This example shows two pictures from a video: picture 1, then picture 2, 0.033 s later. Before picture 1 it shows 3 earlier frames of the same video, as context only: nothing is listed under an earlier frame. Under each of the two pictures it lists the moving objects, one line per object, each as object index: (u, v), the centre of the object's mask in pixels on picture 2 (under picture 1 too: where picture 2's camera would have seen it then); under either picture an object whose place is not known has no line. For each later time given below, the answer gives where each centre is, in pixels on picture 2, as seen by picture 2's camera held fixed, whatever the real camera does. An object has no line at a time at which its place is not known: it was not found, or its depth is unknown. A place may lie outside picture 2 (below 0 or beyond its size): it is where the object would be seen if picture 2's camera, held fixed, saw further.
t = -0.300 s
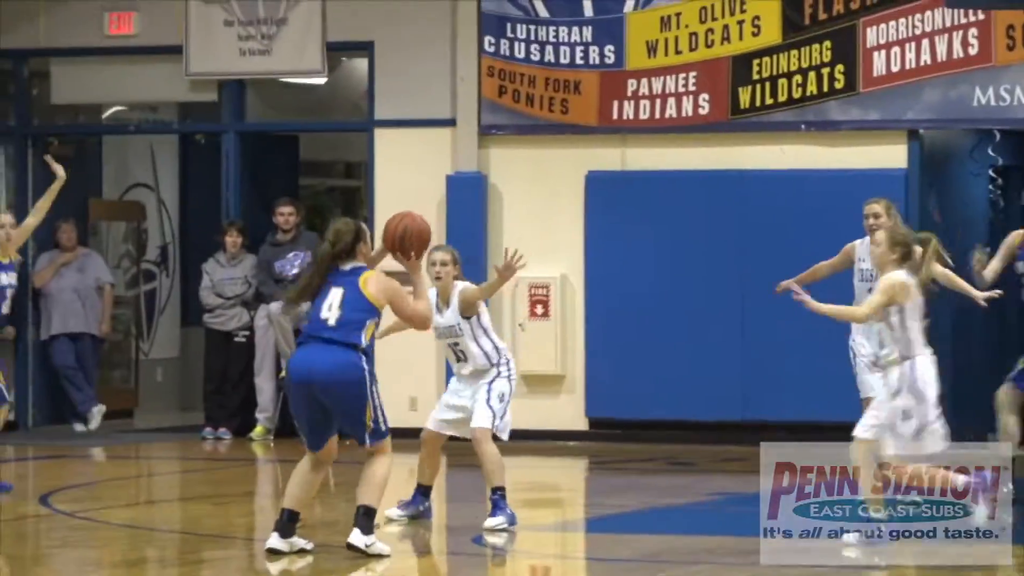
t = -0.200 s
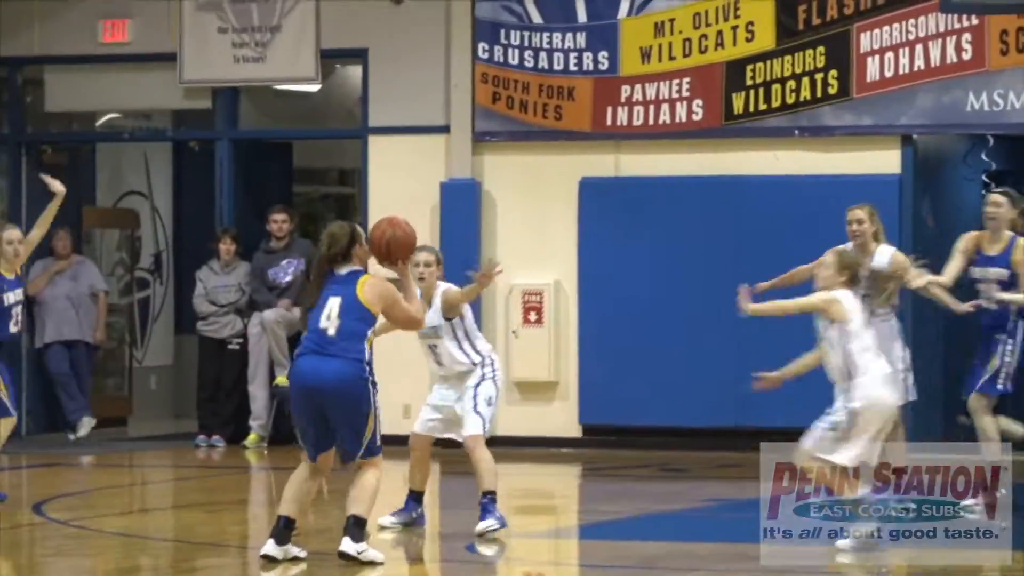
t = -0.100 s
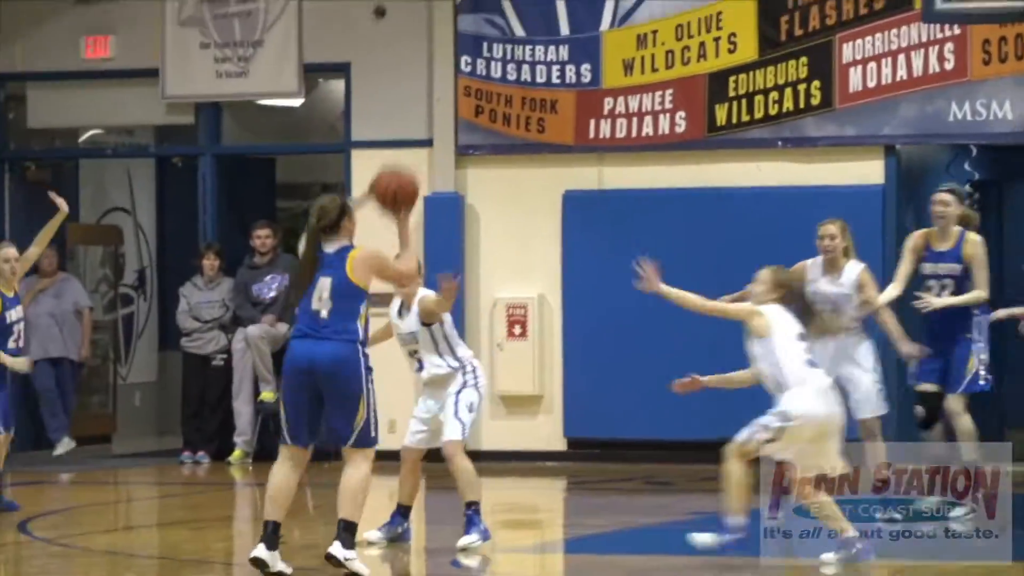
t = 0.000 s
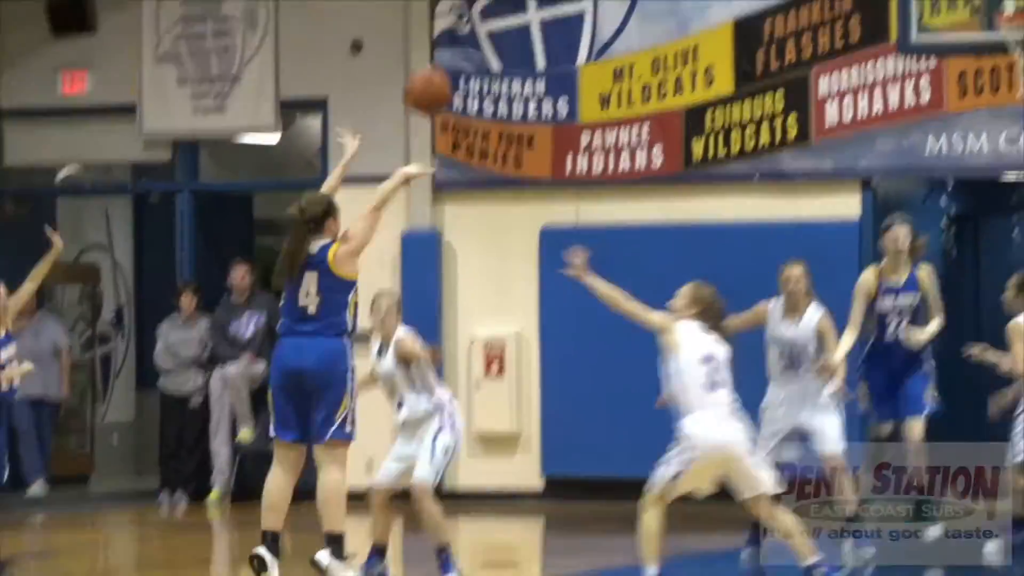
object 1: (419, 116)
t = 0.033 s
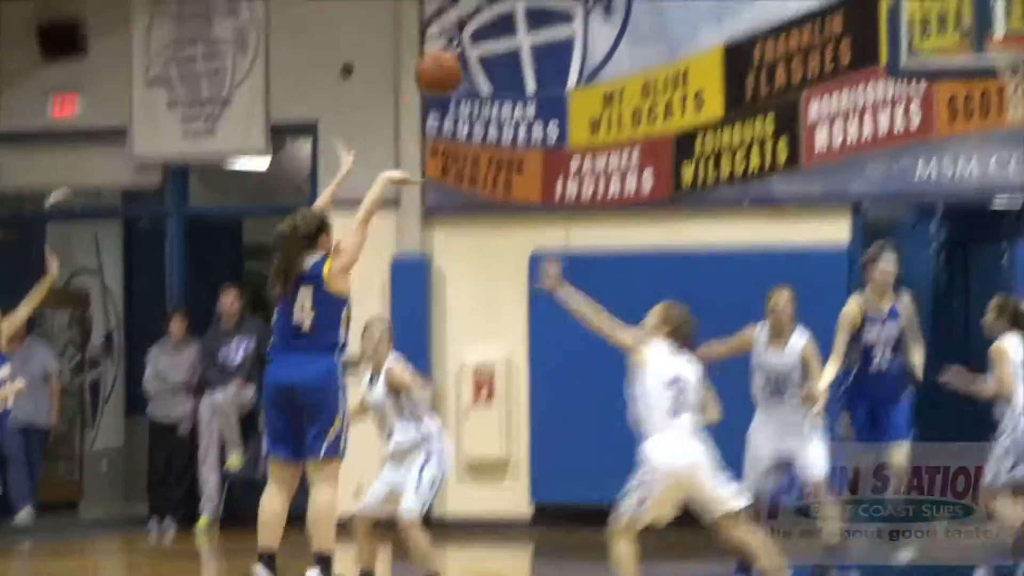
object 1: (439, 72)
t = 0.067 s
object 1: (458, 28)
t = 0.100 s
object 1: (480, -13)
